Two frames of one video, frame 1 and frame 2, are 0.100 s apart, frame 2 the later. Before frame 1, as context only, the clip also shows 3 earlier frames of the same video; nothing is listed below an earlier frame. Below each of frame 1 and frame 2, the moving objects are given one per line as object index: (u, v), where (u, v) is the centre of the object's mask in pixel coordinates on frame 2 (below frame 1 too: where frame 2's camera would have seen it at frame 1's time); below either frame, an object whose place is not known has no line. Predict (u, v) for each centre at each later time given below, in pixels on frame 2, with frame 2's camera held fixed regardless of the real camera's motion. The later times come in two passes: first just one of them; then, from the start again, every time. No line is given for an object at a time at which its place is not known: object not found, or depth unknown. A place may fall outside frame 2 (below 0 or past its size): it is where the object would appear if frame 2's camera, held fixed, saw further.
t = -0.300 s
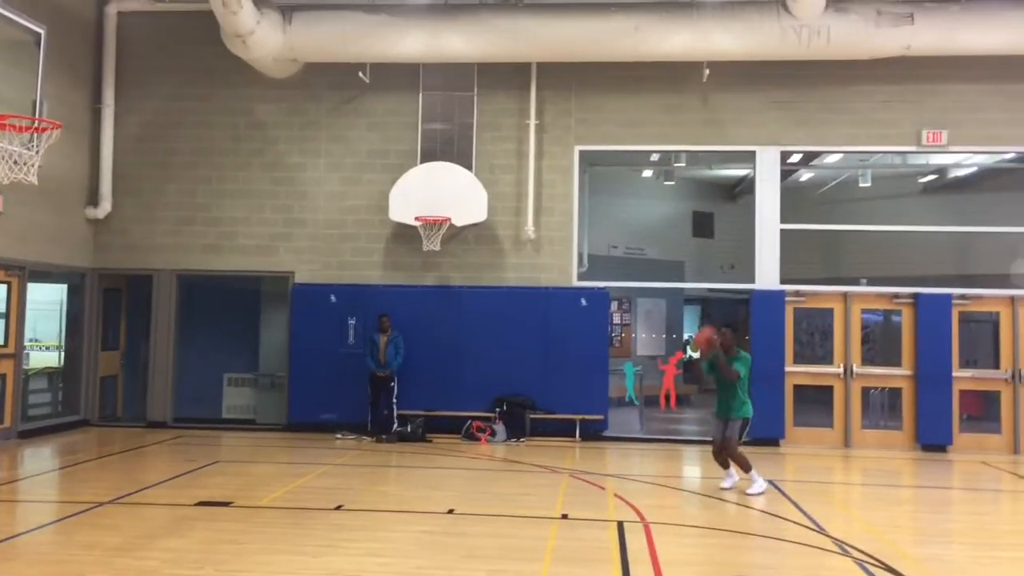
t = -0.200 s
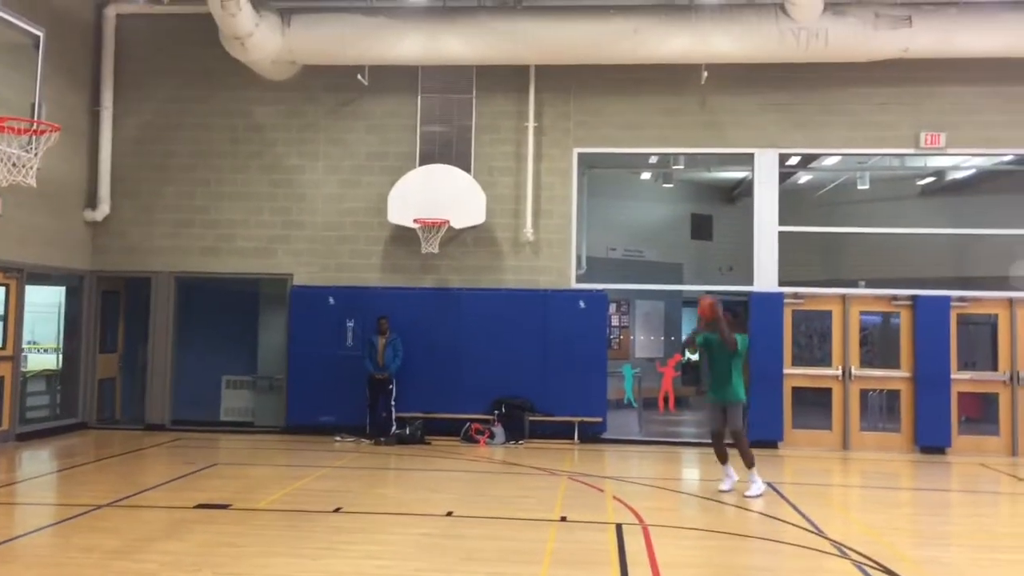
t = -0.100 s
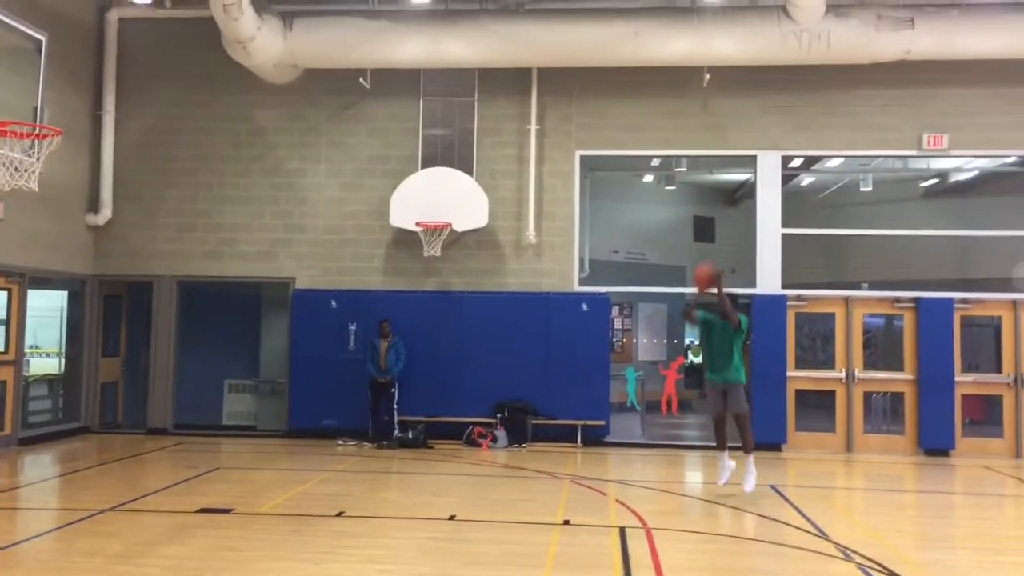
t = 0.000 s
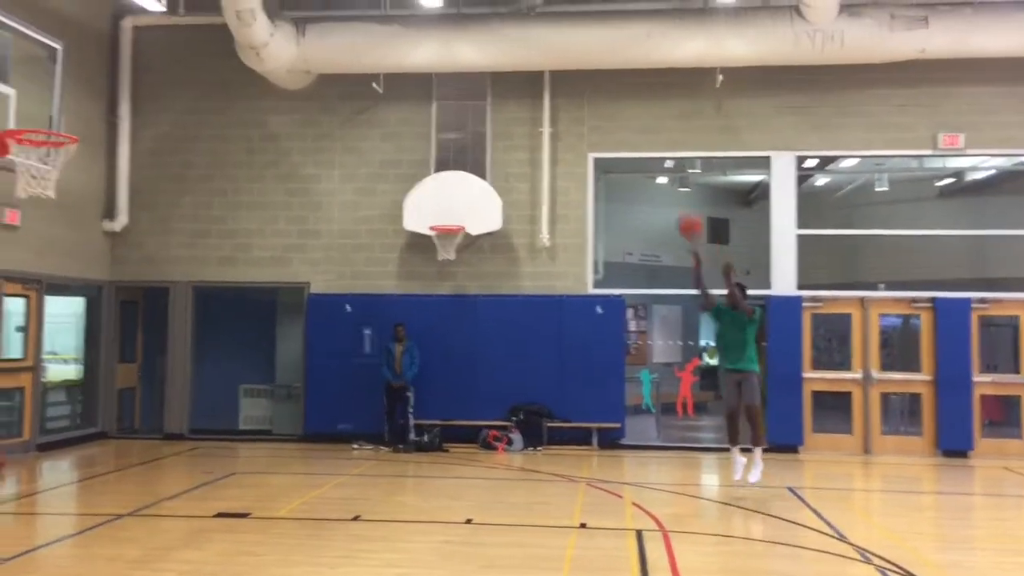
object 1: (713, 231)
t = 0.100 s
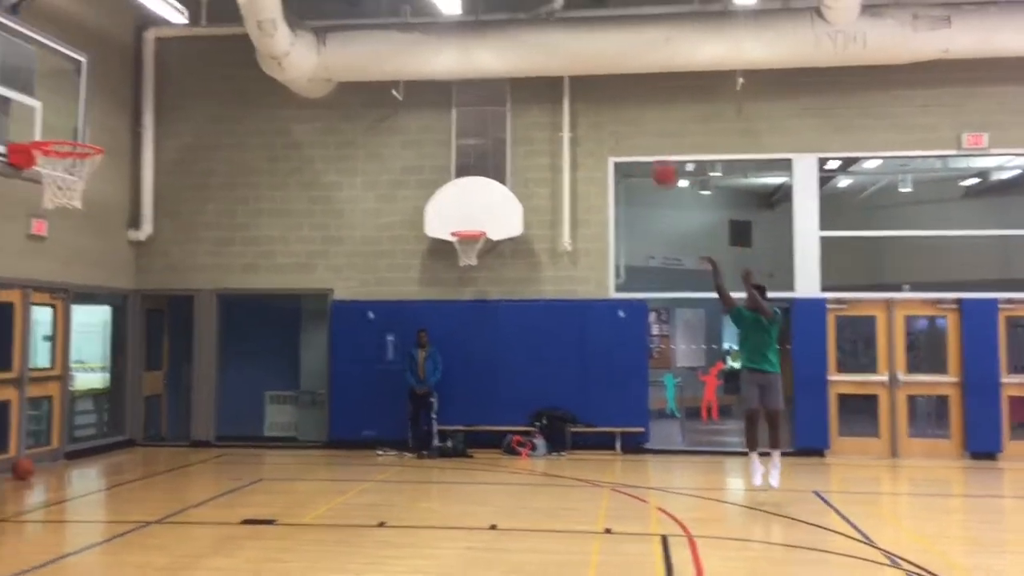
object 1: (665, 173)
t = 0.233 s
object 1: (598, 110)
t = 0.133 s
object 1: (648, 157)
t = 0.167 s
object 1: (632, 140)
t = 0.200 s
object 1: (614, 125)
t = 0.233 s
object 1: (598, 110)
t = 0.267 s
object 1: (582, 97)
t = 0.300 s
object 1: (565, 85)
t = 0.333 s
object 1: (547, 76)
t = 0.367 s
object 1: (530, 64)
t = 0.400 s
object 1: (512, 55)
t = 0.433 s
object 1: (493, 46)
